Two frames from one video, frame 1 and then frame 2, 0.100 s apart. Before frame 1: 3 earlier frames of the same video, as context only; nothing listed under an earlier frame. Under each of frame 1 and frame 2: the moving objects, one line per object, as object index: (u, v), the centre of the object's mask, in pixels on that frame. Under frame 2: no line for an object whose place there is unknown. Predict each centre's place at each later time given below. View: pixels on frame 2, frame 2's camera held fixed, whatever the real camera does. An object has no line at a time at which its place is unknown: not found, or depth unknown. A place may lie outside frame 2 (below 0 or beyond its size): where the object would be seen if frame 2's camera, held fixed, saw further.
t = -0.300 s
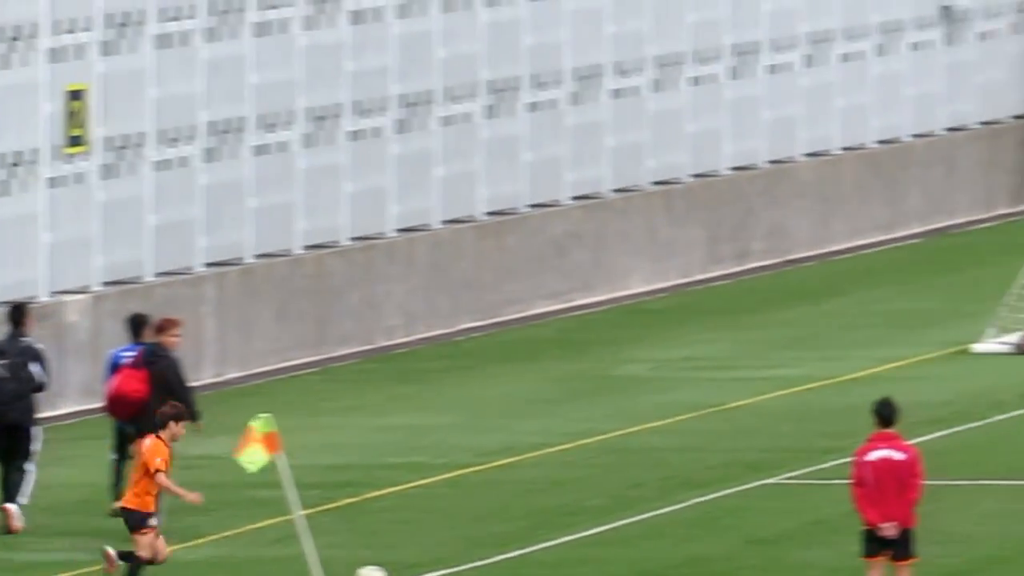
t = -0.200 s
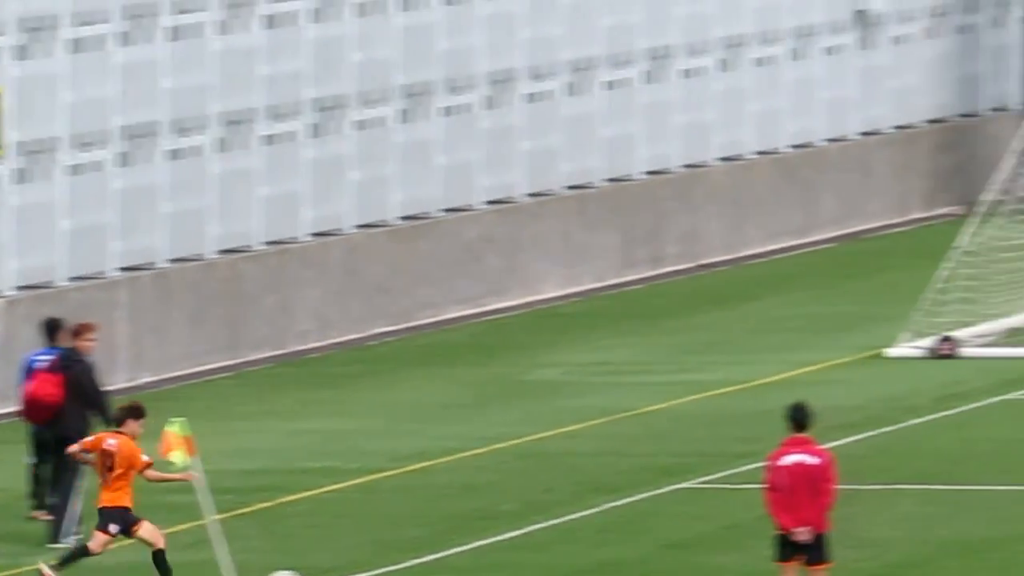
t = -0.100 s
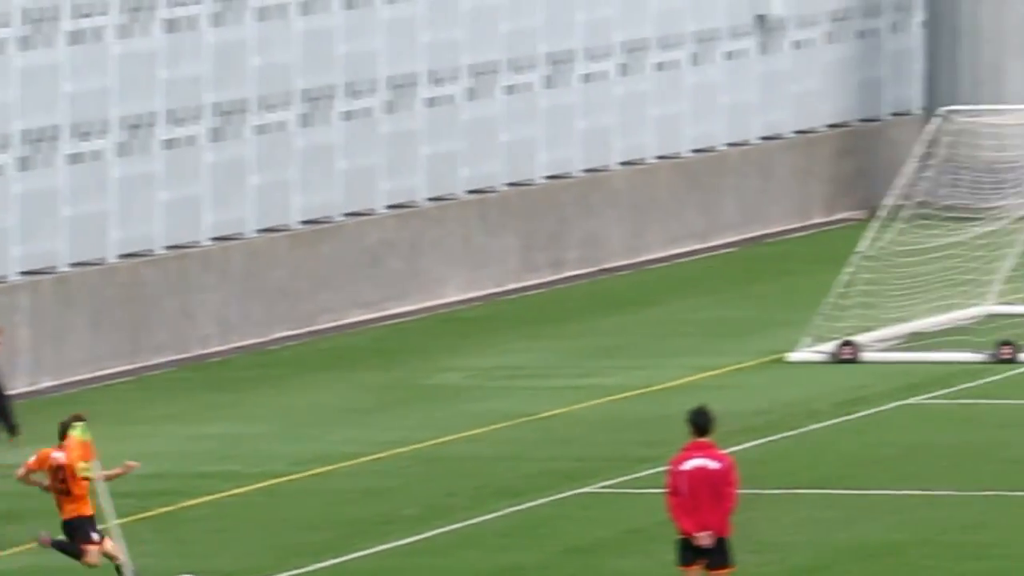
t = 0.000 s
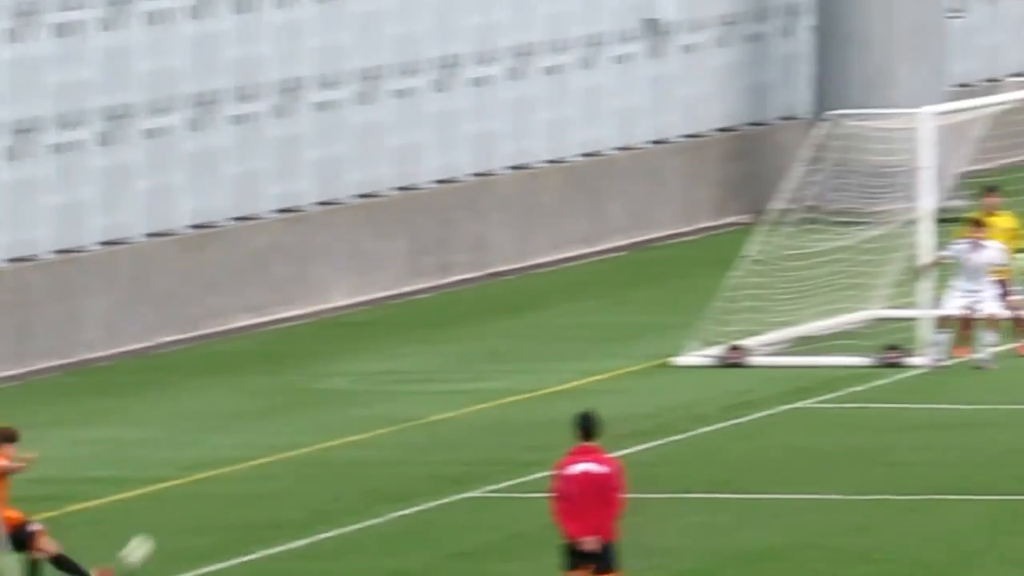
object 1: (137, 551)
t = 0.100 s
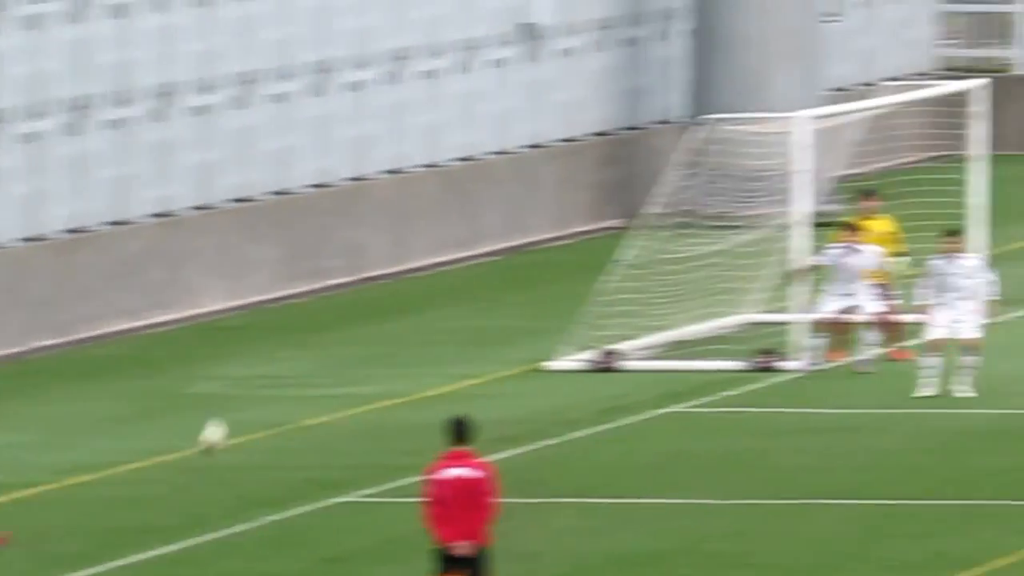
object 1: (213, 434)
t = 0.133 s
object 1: (276, 399)
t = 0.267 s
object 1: (501, 275)
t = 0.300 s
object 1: (551, 249)
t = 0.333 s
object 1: (601, 224)
